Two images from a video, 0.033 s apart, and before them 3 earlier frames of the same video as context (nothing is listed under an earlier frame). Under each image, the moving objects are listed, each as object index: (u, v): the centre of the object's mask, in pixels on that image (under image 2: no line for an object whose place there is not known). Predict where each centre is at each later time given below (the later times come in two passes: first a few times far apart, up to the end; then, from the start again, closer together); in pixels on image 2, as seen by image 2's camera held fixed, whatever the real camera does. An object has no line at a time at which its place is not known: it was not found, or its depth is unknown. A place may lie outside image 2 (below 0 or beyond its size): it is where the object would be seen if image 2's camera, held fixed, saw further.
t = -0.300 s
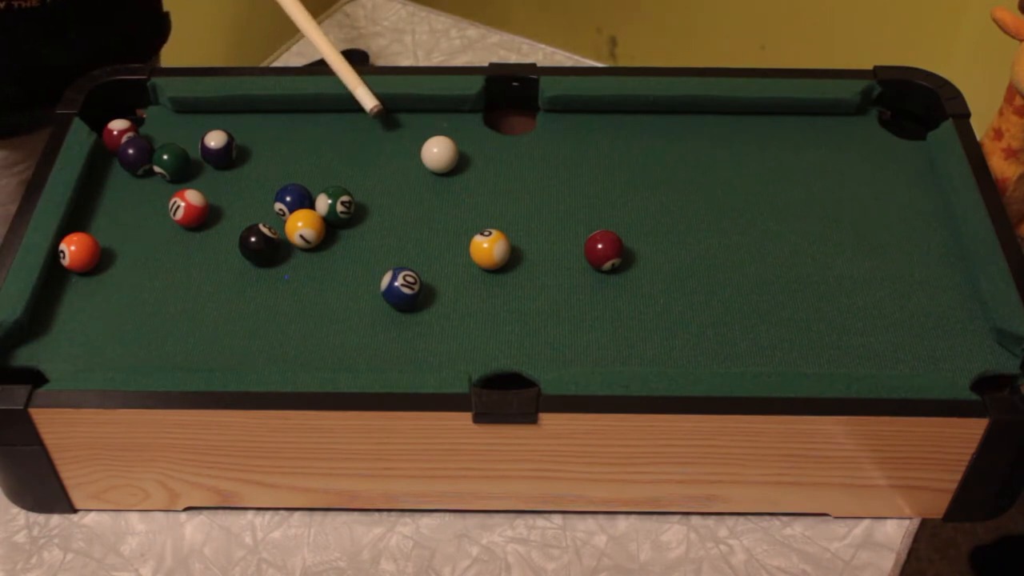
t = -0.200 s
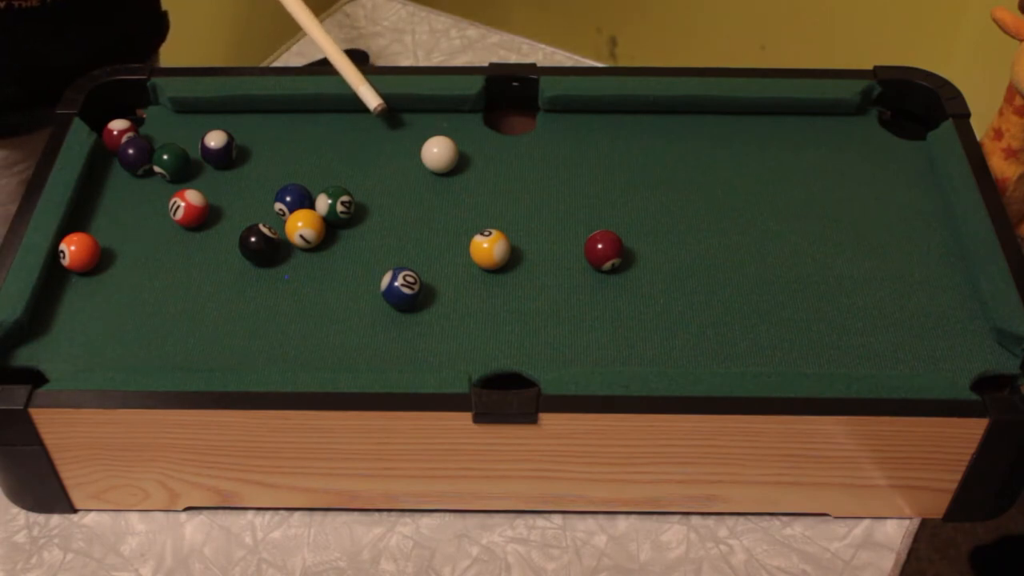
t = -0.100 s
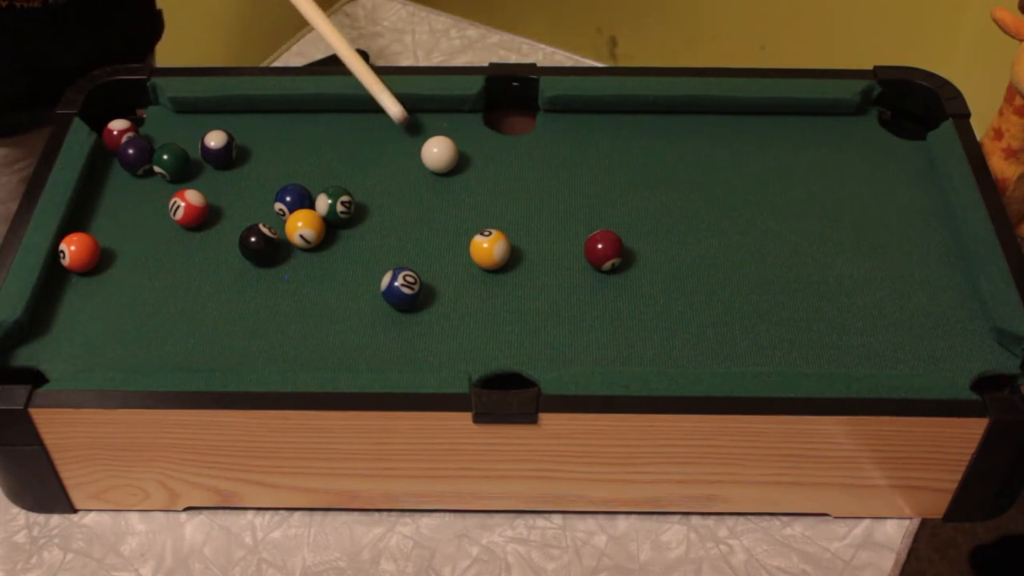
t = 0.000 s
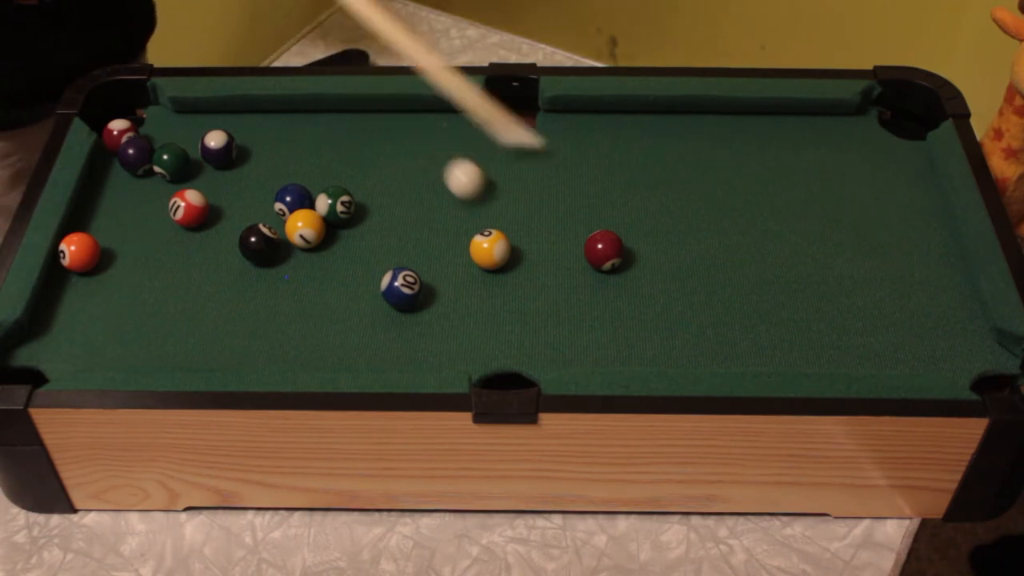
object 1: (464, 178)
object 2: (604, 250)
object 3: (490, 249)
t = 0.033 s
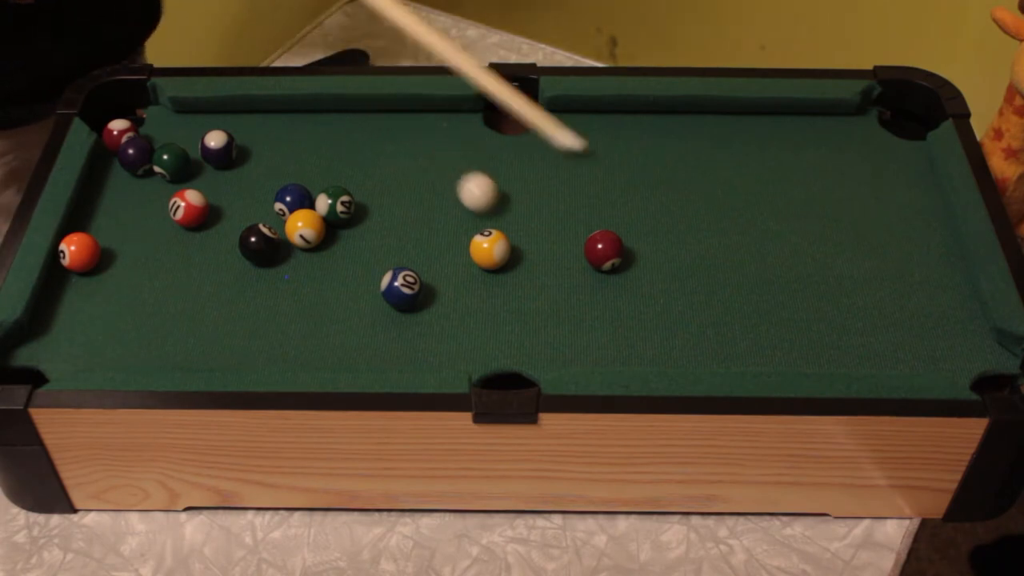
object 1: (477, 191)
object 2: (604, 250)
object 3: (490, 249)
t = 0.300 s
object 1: (571, 267)
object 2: (621, 249)
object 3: (478, 260)
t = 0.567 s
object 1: (613, 320)
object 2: (669, 248)
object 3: (477, 263)
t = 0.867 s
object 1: (643, 349)
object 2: (690, 247)
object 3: (478, 263)
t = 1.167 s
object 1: (645, 351)
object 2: (690, 247)
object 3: (478, 263)
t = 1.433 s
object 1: (645, 351)
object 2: (690, 247)
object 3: (478, 263)
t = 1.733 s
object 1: (644, 351)
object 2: (690, 247)
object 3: (478, 263)
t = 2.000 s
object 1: (644, 351)
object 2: (690, 247)
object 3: (478, 263)
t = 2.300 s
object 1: (645, 351)
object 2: (690, 247)
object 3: (478, 263)
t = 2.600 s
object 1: (645, 351)
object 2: (690, 246)
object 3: (478, 263)
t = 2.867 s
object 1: (645, 351)
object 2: (690, 247)
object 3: (478, 263)
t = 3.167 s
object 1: (645, 351)
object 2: (690, 247)
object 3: (478, 263)
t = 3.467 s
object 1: (645, 351)
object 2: (690, 247)
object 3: (478, 263)
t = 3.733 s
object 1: (645, 351)
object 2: (690, 247)
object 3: (478, 263)
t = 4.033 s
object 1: (645, 351)
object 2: (690, 247)
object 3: (478, 263)
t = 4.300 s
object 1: (645, 351)
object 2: (690, 248)
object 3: (478, 263)
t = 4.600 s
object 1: (644, 351)
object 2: (690, 247)
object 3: (478, 263)
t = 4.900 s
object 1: (644, 351)
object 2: (690, 247)
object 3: (478, 263)
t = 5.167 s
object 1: (645, 351)
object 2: (690, 247)
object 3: (478, 263)
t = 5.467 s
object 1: (644, 351)
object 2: (690, 247)
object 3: (478, 263)
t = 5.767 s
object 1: (644, 351)
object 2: (690, 248)
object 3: (478, 263)
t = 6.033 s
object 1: (644, 351)
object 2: (690, 248)
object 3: (478, 263)
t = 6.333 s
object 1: (644, 351)
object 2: (689, 247)
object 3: (478, 263)
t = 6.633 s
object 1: (644, 351)
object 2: (689, 248)
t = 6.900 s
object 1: (644, 351)
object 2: (690, 248)
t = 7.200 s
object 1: (644, 351)
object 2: (690, 247)
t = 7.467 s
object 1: (644, 351)
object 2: (690, 247)
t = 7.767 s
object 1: (644, 351)
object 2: (690, 248)
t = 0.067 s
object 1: (490, 203)
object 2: (604, 250)
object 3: (490, 249)
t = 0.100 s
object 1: (503, 214)
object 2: (604, 250)
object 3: (490, 249)
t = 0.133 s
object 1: (516, 225)
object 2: (604, 250)
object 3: (489, 250)
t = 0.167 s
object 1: (531, 234)
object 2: (604, 250)
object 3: (487, 252)
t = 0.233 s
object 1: (560, 251)
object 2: (604, 250)
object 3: (482, 257)
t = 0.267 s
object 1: (566, 259)
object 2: (613, 250)
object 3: (481, 259)
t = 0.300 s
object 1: (571, 267)
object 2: (621, 249)
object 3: (478, 260)
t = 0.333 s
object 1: (577, 275)
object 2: (629, 249)
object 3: (477, 262)
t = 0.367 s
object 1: (582, 282)
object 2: (636, 249)
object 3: (476, 263)
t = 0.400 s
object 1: (587, 289)
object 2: (642, 249)
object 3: (476, 263)
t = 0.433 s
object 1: (593, 296)
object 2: (648, 248)
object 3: (476, 264)
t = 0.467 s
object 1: (598, 302)
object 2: (654, 248)
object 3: (476, 264)
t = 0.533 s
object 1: (608, 314)
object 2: (664, 248)
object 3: (477, 264)
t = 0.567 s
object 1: (613, 320)
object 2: (669, 248)
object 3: (477, 263)
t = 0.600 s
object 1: (617, 324)
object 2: (673, 248)
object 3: (478, 263)
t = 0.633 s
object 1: (621, 329)
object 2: (676, 248)
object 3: (478, 263)
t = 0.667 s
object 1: (625, 333)
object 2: (679, 247)
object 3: (478, 263)
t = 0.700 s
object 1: (629, 337)
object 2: (682, 247)
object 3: (478, 263)
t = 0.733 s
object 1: (632, 340)
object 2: (685, 247)
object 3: (478, 263)
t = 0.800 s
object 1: (638, 345)
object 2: (688, 247)
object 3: (478, 263)
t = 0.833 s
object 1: (641, 347)
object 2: (690, 247)
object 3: (478, 263)
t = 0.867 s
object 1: (643, 349)
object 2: (690, 247)
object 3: (478, 263)
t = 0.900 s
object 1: (645, 350)
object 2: (691, 247)
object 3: (478, 263)
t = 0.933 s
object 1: (646, 351)
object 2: (691, 247)
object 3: (478, 263)
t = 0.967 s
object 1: (647, 352)
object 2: (691, 247)
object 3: (478, 263)
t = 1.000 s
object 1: (647, 352)
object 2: (691, 247)
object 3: (478, 263)
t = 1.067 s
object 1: (647, 352)
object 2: (690, 247)
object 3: (478, 263)
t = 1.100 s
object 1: (646, 352)
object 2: (690, 247)
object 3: (478, 263)
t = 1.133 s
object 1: (646, 352)
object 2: (690, 247)
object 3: (478, 263)
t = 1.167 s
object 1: (645, 351)
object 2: (690, 247)
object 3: (478, 263)
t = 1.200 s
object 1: (645, 351)
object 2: (690, 247)
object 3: (478, 263)
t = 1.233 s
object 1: (645, 351)
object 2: (690, 247)
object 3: (478, 263)
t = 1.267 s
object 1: (645, 351)
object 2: (690, 247)
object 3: (478, 263)
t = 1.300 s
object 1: (645, 351)
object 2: (690, 247)
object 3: (478, 263)
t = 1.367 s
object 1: (645, 351)
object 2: (690, 247)
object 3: (478, 263)
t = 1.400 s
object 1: (644, 351)
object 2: (690, 247)
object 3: (478, 263)
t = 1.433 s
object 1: (645, 351)
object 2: (690, 247)
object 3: (478, 263)
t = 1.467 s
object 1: (644, 351)
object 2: (690, 247)
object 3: (478, 263)
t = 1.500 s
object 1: (645, 351)
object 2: (690, 247)
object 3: (478, 263)
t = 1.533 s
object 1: (644, 351)
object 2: (690, 247)
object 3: (478, 263)
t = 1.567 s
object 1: (644, 351)
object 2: (690, 247)
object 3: (478, 263)
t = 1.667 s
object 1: (645, 351)
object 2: (690, 247)
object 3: (478, 263)
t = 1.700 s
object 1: (645, 351)
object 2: (690, 247)
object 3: (478, 263)
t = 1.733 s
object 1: (644, 351)
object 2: (690, 247)
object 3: (478, 263)
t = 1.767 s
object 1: (645, 351)
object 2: (690, 247)
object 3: (478, 263)
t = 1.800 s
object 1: (645, 351)
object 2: (690, 247)
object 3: (478, 263)
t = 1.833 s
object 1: (645, 351)
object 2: (690, 247)
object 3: (478, 263)
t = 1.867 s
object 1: (645, 351)
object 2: (690, 247)
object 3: (478, 263)
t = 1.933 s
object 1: (645, 351)
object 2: (690, 247)
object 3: (478, 263)
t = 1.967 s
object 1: (644, 351)
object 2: (690, 247)
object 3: (478, 263)
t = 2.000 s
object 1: (644, 351)
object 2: (690, 247)
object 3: (478, 263)
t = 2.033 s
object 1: (645, 351)
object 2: (690, 247)
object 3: (478, 263)
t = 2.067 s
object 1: (644, 351)
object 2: (690, 247)
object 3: (478, 263)
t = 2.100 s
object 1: (644, 351)
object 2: (690, 247)
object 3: (478, 263)
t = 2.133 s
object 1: (644, 351)
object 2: (690, 247)
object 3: (478, 263)
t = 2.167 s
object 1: (644, 351)
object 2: (690, 247)
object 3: (478, 263)
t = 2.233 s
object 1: (645, 351)
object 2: (690, 247)
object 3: (478, 263)
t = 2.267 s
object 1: (644, 351)
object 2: (690, 246)
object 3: (478, 263)
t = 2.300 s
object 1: (645, 351)
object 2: (690, 247)
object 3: (478, 263)
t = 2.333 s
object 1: (645, 351)
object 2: (690, 246)
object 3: (478, 263)
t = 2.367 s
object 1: (644, 351)
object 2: (690, 246)
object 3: (478, 263)
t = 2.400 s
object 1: (645, 351)
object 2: (690, 246)
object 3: (478, 263)
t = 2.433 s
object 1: (644, 351)
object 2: (690, 247)
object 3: (478, 263)
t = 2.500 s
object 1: (645, 351)
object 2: (690, 247)
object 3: (478, 263)
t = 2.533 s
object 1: (644, 351)
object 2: (690, 246)
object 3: (478, 263)
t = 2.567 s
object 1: (645, 351)
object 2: (690, 246)
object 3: (478, 263)
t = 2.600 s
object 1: (645, 351)
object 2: (690, 246)
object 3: (478, 263)
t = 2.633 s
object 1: (645, 351)
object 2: (690, 247)
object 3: (478, 263)
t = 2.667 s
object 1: (644, 351)
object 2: (690, 247)
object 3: (478, 263)
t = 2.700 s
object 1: (645, 351)
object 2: (690, 248)
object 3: (478, 263)
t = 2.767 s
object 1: (645, 351)
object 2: (690, 248)
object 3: (478, 263)
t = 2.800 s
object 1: (645, 351)
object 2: (690, 247)
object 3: (478, 263)
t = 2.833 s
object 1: (645, 351)
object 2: (690, 247)
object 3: (478, 263)
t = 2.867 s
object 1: (645, 351)
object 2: (690, 247)
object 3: (478, 263)
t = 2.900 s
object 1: (645, 351)
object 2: (690, 247)
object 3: (478, 263)
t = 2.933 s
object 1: (645, 351)
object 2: (690, 247)
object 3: (478, 263)
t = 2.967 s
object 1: (645, 351)
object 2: (690, 248)
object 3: (478, 263)
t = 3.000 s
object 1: (645, 351)
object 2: (690, 247)
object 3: (478, 263)
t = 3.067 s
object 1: (645, 351)
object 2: (690, 247)
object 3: (478, 263)
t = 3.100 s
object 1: (645, 351)
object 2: (690, 247)
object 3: (478, 263)
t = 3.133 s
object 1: (645, 351)
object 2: (690, 247)
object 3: (478, 263)
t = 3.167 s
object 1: (645, 351)
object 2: (690, 247)
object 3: (478, 263)
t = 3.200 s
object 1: (645, 351)
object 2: (690, 247)
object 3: (478, 263)
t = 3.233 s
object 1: (645, 351)
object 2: (690, 247)
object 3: (478, 263)
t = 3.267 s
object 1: (645, 351)
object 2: (690, 247)
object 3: (478, 263)
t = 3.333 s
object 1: (645, 351)
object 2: (690, 247)
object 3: (478, 263)
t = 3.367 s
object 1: (645, 351)
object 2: (690, 247)
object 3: (478, 263)
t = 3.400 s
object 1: (645, 351)
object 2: (690, 247)
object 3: (478, 263)
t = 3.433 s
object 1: (645, 351)
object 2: (690, 247)
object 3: (478, 263)
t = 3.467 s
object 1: (645, 351)
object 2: (690, 247)
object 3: (478, 263)
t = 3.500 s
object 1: (645, 351)
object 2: (690, 247)
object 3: (478, 263)
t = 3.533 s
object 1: (645, 351)
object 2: (690, 247)
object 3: (478, 263)
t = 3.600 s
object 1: (645, 351)
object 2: (690, 247)
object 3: (478, 263)
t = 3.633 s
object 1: (645, 351)
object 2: (690, 247)
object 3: (478, 263)
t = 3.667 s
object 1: (645, 351)
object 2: (690, 247)
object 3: (478, 263)
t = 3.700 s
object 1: (645, 351)
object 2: (690, 247)
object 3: (478, 263)
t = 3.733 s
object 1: (645, 351)
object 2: (690, 247)
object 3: (478, 263)
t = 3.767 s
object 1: (645, 351)
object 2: (690, 247)
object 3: (478, 263)
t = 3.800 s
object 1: (645, 351)
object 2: (690, 247)
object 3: (478, 263)
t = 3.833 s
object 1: (645, 351)
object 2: (690, 247)
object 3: (478, 263)
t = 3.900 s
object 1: (645, 351)
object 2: (690, 247)
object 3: (478, 263)
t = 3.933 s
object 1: (645, 351)
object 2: (690, 248)
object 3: (478, 263)
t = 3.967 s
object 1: (645, 351)
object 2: (690, 247)
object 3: (478, 263)
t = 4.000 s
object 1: (645, 351)
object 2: (690, 247)
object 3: (478, 263)
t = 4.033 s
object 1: (645, 351)
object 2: (690, 247)
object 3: (478, 263)
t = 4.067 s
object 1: (645, 351)
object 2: (690, 248)
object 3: (478, 263)
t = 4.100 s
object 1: (645, 351)
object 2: (690, 247)
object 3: (478, 263)
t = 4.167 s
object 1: (645, 351)
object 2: (690, 247)
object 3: (478, 263)
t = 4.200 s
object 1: (645, 351)
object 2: (690, 247)
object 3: (478, 263)
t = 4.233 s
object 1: (645, 351)
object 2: (690, 247)
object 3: (478, 263)
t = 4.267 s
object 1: (645, 351)
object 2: (690, 248)
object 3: (478, 263)
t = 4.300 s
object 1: (645, 351)
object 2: (690, 248)
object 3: (478, 263)
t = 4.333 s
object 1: (645, 351)
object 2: (690, 248)
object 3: (478, 263)
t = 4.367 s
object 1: (645, 351)
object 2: (690, 247)
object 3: (478, 263)
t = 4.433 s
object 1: (645, 351)
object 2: (690, 247)
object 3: (478, 263)
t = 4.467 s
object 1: (645, 351)
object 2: (690, 248)
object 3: (478, 263)
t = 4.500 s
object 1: (644, 351)
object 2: (690, 248)
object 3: (478, 263)
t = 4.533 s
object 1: (644, 351)
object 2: (690, 248)
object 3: (478, 263)
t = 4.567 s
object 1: (645, 351)
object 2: (690, 248)
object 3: (478, 263)
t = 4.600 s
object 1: (644, 351)
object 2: (690, 247)
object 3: (478, 263)
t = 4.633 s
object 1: (645, 351)
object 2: (690, 248)
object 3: (478, 263)
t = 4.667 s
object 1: (645, 351)
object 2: (690, 248)
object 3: (478, 263)
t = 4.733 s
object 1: (644, 351)
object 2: (690, 247)
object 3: (478, 263)
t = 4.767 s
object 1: (644, 351)
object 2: (690, 247)
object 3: (478, 263)
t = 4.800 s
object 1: (644, 351)
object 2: (690, 247)
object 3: (478, 263)
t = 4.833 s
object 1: (645, 351)
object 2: (690, 247)
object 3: (478, 263)
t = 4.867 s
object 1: (645, 351)
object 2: (690, 247)
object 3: (478, 263)
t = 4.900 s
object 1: (644, 351)
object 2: (690, 247)
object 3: (478, 263)
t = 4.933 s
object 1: (644, 351)
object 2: (690, 247)
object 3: (478, 263)
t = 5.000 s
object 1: (644, 351)
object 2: (690, 247)
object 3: (478, 263)
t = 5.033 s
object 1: (645, 351)
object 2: (690, 247)
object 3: (478, 263)
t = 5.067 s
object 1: (644, 351)
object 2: (690, 247)
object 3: (478, 263)
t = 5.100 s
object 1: (645, 351)
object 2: (690, 247)
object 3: (478, 263)
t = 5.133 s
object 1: (645, 351)
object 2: (690, 247)
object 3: (478, 263)
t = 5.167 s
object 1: (645, 351)
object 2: (690, 247)
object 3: (478, 263)
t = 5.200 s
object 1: (645, 351)
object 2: (690, 247)
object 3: (478, 263)
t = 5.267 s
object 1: (644, 351)
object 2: (690, 247)
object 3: (478, 263)
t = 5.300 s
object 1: (644, 351)
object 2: (690, 247)
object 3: (478, 263)
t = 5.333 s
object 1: (644, 351)
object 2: (690, 247)
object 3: (478, 263)
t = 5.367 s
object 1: (644, 351)
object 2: (690, 247)
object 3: (478, 263)
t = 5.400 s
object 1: (644, 351)
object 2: (690, 247)
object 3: (478, 263)
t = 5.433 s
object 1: (644, 351)
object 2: (690, 247)
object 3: (478, 263)
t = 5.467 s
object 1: (644, 351)
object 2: (690, 247)
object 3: (478, 263)
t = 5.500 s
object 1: (644, 351)
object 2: (690, 247)
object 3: (478, 263)
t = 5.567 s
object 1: (644, 351)
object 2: (690, 247)
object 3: (478, 263)
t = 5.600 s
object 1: (644, 351)
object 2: (690, 247)
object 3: (477, 263)
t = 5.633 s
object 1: (644, 351)
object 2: (690, 248)
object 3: (477, 264)
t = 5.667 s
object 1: (644, 351)
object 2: (690, 247)
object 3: (477, 264)
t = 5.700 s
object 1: (644, 351)
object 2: (690, 247)
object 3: (477, 263)
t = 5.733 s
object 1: (644, 351)
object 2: (690, 248)
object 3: (478, 263)
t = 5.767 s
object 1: (644, 351)
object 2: (690, 248)
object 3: (478, 263)
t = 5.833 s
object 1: (644, 351)
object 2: (690, 248)
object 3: (478, 263)
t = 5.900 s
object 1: (644, 351)
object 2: (690, 248)
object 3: (478, 263)
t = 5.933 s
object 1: (644, 351)
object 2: (690, 248)
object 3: (478, 263)
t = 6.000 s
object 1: (644, 351)
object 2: (690, 247)
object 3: (478, 263)
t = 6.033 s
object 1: (644, 351)
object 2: (690, 248)
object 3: (478, 263)
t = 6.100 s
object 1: (644, 351)
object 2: (690, 248)
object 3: (478, 263)
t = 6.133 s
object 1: (644, 351)
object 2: (690, 247)
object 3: (478, 263)
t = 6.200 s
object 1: (644, 351)
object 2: (689, 247)
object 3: (478, 263)
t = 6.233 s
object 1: (644, 351)
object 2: (689, 247)
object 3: (478, 263)
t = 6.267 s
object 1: (644, 351)
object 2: (689, 247)
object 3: (478, 263)
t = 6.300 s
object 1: (644, 351)
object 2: (689, 247)
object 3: (478, 263)
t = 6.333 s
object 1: (644, 351)
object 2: (689, 247)
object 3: (478, 263)
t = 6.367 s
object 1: (644, 351)
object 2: (689, 248)
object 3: (478, 263)
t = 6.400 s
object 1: (644, 351)
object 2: (689, 247)
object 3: (478, 263)
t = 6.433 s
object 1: (644, 351)
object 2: (689, 247)
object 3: (477, 263)
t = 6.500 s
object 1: (644, 351)
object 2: (689, 248)
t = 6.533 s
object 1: (644, 351)
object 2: (689, 247)
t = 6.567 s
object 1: (644, 351)
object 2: (689, 247)
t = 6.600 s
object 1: (644, 351)
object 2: (689, 248)
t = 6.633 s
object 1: (644, 351)
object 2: (689, 248)
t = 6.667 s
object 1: (644, 351)
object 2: (690, 248)
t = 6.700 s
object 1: (644, 351)
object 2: (690, 248)
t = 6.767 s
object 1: (644, 351)
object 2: (690, 248)
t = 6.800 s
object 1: (644, 351)
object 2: (690, 248)
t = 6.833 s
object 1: (644, 351)
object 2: (690, 248)
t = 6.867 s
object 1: (644, 351)
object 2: (690, 248)
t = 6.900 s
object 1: (644, 351)
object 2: (690, 248)
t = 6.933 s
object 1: (644, 351)
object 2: (690, 248)
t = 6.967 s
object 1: (644, 351)
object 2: (690, 247)
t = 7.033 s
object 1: (644, 351)
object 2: (690, 247)
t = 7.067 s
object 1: (644, 351)
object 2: (690, 247)
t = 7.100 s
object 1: (644, 351)
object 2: (690, 247)
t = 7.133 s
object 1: (644, 351)
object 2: (690, 247)
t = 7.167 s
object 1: (644, 351)
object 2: (690, 247)
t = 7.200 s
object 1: (644, 351)
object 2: (690, 247)
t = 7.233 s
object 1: (644, 351)
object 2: (690, 247)
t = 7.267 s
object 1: (644, 351)
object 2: (690, 247)
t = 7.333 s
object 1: (644, 351)
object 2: (690, 247)
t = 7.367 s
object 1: (644, 351)
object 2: (690, 248)
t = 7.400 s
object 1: (644, 351)
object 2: (690, 248)
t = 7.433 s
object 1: (644, 351)
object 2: (690, 248)
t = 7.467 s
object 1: (644, 351)
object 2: (690, 247)
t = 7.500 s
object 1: (644, 351)
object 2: (690, 247)
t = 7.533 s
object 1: (644, 351)
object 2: (690, 248)
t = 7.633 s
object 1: (644, 351)
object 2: (690, 248)
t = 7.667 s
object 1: (644, 351)
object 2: (690, 248)
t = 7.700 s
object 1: (644, 351)
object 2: (690, 248)
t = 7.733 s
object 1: (644, 351)
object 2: (690, 248)
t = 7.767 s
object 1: (644, 351)
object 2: (690, 248)
